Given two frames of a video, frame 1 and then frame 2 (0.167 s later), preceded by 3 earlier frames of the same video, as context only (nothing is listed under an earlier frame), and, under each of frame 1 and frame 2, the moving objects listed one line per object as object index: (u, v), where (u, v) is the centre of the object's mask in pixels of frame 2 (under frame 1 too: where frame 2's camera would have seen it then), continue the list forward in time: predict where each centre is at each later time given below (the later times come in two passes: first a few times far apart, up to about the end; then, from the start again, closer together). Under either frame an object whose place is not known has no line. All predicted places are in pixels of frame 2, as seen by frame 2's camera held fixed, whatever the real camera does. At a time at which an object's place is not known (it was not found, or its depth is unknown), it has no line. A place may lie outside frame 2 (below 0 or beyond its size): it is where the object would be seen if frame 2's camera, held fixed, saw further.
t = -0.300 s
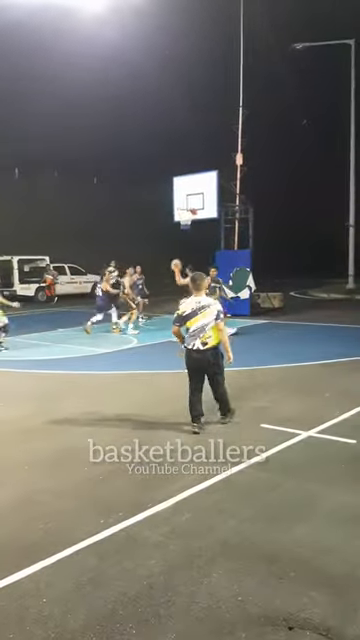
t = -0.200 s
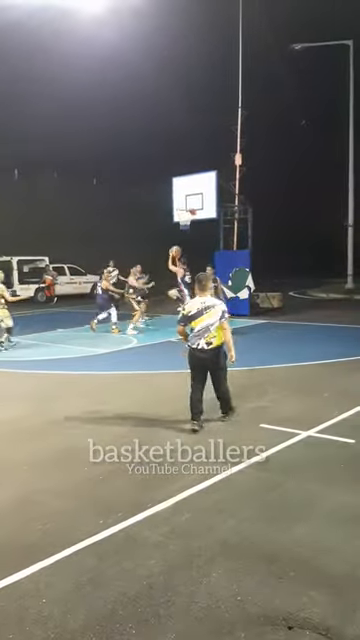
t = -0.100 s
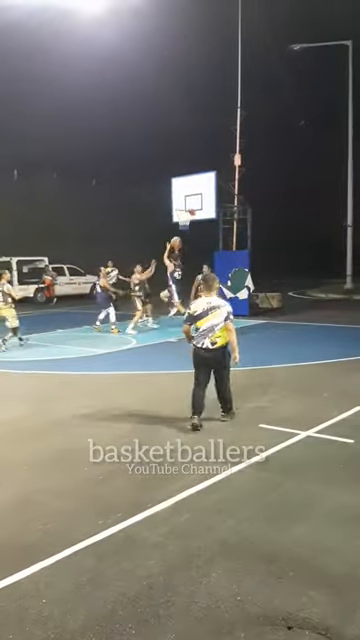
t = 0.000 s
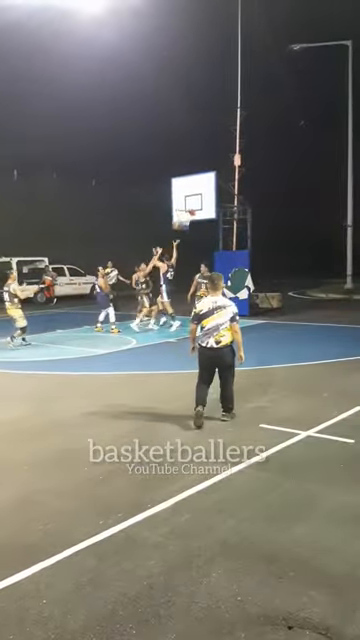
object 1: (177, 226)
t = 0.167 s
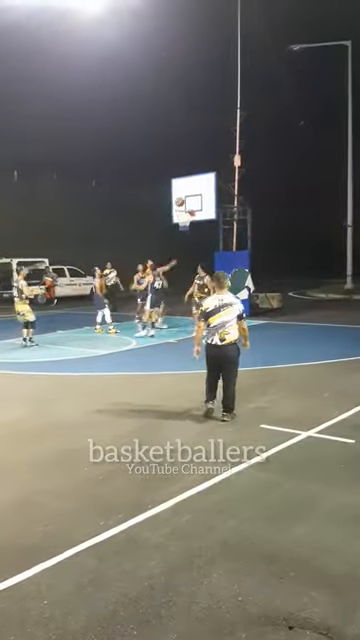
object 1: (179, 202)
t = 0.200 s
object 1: (179, 199)
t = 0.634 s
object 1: (185, 201)
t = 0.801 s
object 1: (189, 202)
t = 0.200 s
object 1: (179, 199)
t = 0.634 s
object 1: (185, 201)
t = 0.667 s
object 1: (186, 204)
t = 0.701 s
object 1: (187, 205)
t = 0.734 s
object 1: (187, 204)
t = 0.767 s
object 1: (188, 203)
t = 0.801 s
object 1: (189, 202)
